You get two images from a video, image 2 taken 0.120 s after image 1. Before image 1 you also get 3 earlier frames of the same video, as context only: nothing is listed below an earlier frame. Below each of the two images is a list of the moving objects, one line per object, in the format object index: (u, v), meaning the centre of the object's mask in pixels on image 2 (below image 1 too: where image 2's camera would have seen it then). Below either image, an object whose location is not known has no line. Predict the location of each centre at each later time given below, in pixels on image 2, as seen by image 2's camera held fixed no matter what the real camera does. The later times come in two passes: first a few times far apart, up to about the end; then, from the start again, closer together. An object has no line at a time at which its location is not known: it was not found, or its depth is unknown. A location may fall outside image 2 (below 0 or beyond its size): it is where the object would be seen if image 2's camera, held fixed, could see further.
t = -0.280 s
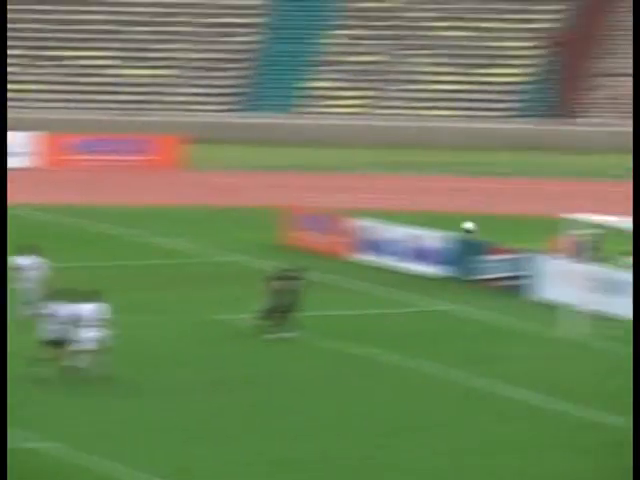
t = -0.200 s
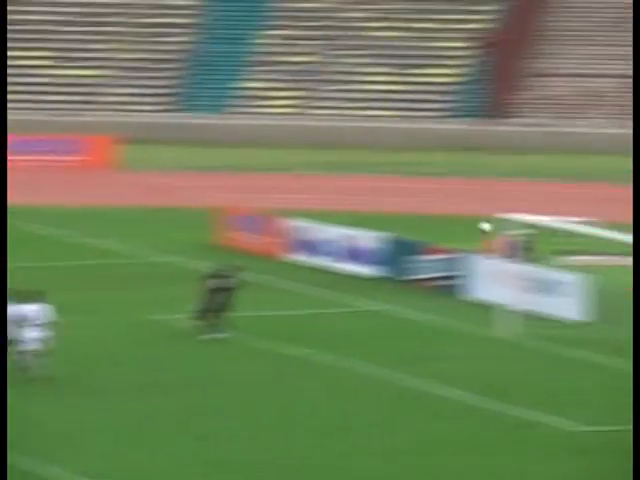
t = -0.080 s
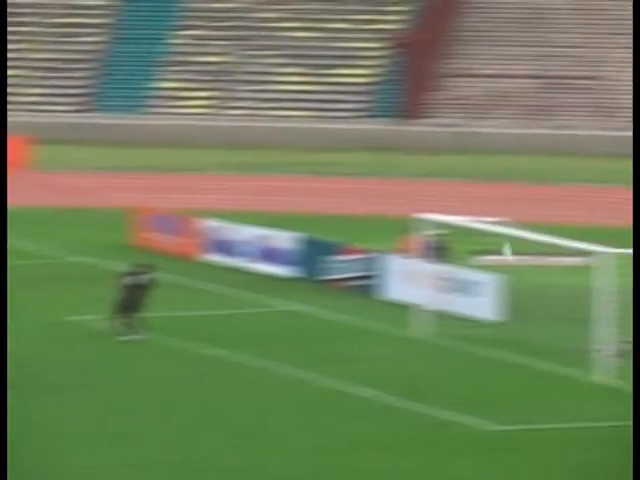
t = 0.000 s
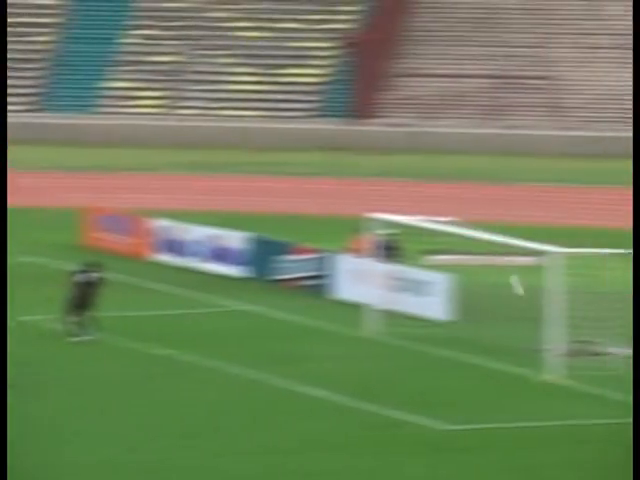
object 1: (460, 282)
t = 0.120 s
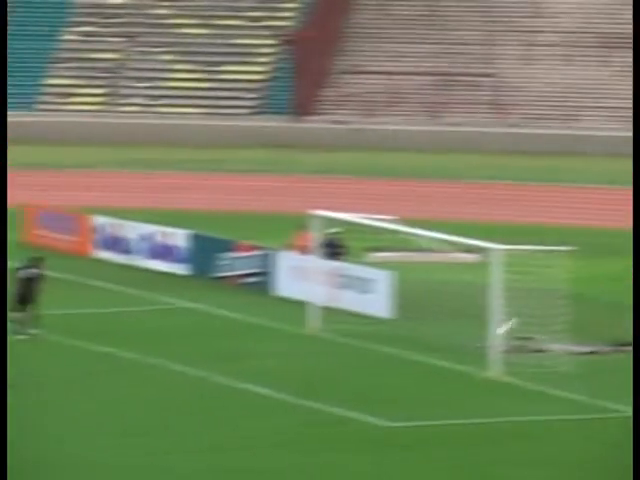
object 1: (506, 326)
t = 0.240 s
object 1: (479, 347)
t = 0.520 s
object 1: (407, 335)
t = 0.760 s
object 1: (349, 346)
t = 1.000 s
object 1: (294, 347)
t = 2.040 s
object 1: (93, 361)
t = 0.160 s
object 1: (503, 339)
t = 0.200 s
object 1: (487, 349)
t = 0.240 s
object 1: (479, 347)
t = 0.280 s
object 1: (471, 343)
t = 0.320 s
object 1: (459, 339)
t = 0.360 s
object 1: (449, 337)
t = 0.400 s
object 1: (438, 335)
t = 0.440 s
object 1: (428, 334)
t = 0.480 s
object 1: (418, 334)
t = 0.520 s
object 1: (407, 335)
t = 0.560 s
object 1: (397, 337)
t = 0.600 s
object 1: (388, 340)
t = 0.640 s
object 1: (378, 343)
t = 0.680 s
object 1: (368, 347)
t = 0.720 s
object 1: (358, 348)
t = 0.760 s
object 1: (349, 346)
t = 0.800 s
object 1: (340, 344)
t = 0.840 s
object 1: (331, 342)
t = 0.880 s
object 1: (322, 342)
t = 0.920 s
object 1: (313, 343)
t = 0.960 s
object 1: (303, 344)
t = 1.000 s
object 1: (294, 347)
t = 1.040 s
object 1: (285, 350)
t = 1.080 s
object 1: (276, 352)
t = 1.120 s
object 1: (267, 352)
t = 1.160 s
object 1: (258, 351)
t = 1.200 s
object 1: (251, 351)
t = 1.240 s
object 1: (241, 352)
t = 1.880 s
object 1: (119, 359)
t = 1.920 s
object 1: (112, 360)
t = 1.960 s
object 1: (105, 361)
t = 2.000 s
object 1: (98, 361)
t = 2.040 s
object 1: (93, 361)
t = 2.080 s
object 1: (86, 362)
